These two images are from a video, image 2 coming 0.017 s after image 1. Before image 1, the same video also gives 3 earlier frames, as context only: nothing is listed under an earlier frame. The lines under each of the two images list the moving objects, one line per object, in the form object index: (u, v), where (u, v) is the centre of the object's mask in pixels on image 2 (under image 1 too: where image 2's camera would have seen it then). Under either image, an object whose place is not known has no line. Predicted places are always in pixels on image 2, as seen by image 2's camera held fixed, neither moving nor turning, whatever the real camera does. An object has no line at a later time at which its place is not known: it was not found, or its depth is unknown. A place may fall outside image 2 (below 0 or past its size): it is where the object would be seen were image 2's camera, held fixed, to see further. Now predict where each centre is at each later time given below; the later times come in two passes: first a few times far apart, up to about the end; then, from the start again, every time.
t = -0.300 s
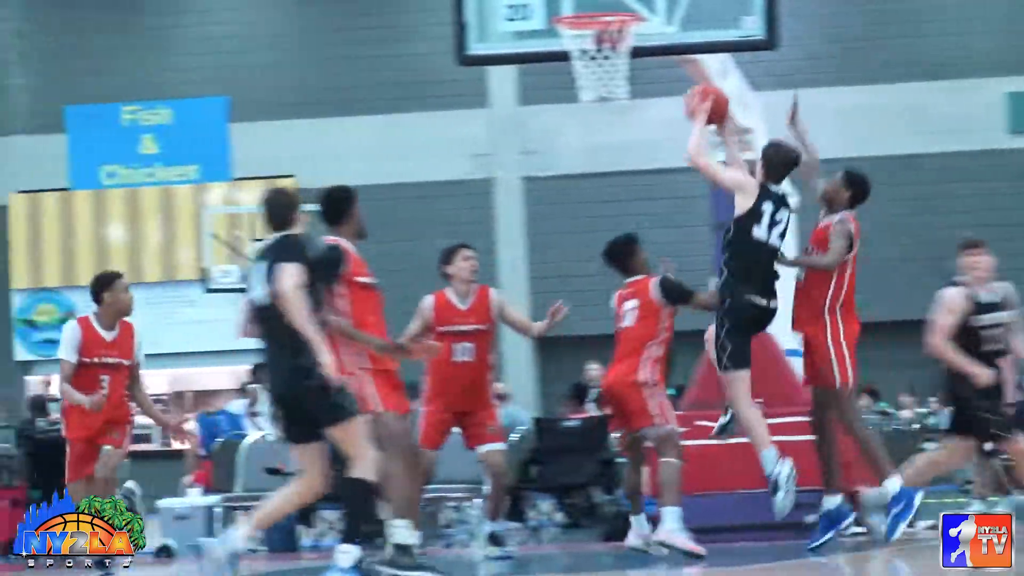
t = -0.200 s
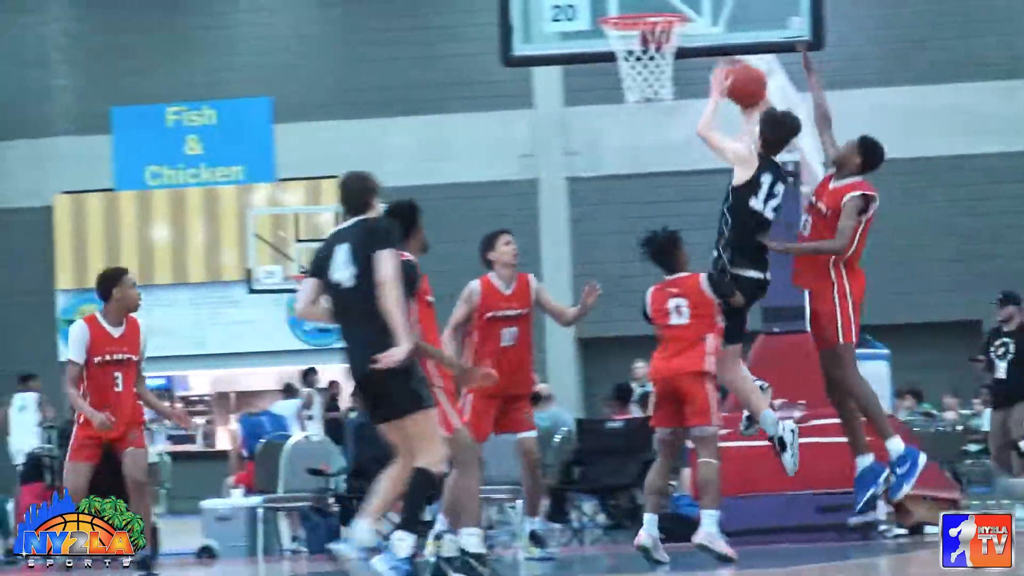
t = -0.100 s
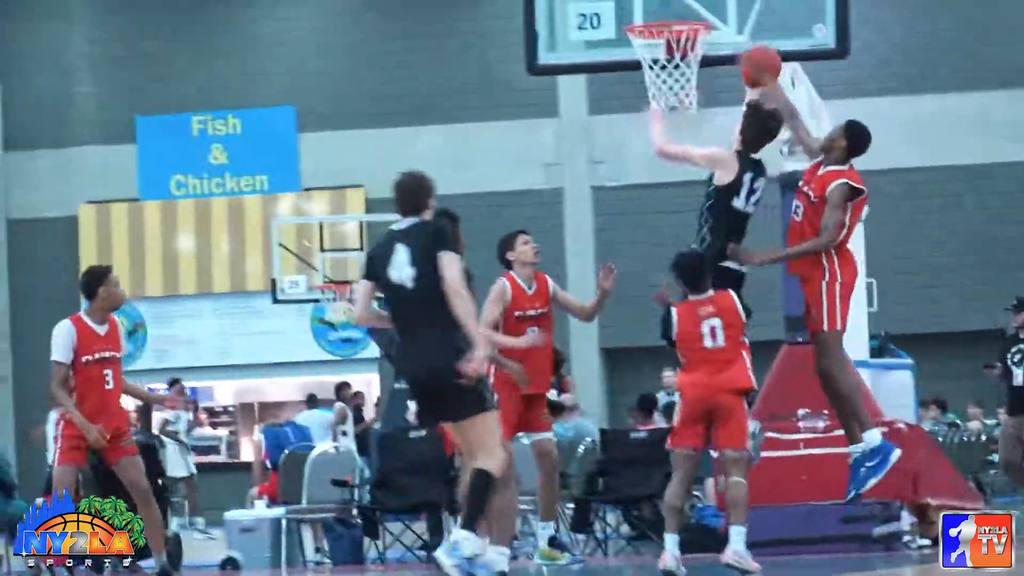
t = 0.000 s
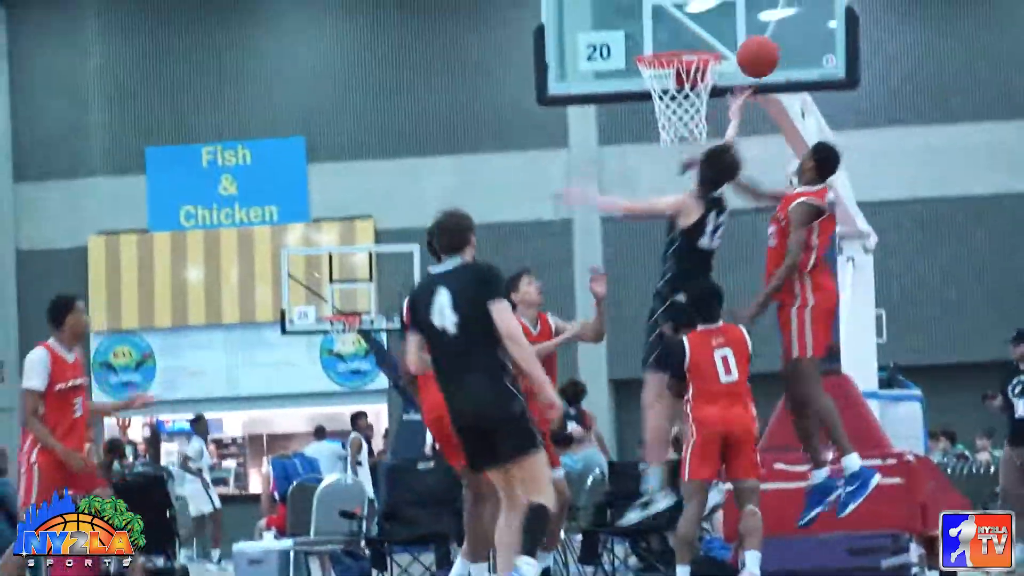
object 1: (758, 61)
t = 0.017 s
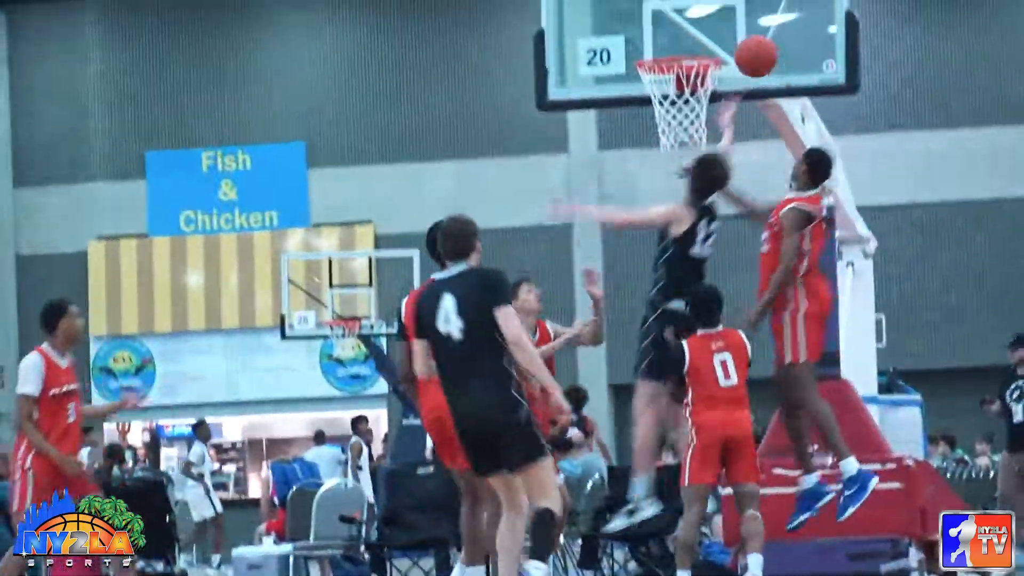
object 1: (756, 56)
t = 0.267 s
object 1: (725, 31)
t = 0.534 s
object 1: (712, 40)
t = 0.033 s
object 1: (754, 51)
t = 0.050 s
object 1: (751, 47)
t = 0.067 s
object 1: (749, 43)
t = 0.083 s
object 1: (746, 40)
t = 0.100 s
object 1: (745, 37)
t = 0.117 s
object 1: (743, 34)
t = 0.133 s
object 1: (741, 32)
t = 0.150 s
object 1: (739, 30)
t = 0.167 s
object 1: (737, 29)
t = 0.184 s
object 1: (734, 28)
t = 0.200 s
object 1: (733, 28)
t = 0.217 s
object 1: (731, 28)
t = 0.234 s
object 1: (730, 29)
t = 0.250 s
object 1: (727, 30)
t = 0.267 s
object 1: (725, 31)
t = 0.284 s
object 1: (722, 34)
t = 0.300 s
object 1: (720, 37)
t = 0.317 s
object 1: (720, 37)
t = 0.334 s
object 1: (719, 37)
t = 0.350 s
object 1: (718, 37)
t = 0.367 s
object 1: (718, 36)
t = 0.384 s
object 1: (718, 35)
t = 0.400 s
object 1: (717, 35)
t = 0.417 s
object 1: (717, 36)
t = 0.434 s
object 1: (717, 36)
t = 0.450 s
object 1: (716, 37)
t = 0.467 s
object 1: (716, 38)
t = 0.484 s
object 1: (716, 40)
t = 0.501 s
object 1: (715, 40)
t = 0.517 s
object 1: (714, 40)
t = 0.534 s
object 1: (712, 40)
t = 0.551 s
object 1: (711, 40)
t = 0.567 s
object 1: (710, 39)
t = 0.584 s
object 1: (710, 38)
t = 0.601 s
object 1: (709, 38)
